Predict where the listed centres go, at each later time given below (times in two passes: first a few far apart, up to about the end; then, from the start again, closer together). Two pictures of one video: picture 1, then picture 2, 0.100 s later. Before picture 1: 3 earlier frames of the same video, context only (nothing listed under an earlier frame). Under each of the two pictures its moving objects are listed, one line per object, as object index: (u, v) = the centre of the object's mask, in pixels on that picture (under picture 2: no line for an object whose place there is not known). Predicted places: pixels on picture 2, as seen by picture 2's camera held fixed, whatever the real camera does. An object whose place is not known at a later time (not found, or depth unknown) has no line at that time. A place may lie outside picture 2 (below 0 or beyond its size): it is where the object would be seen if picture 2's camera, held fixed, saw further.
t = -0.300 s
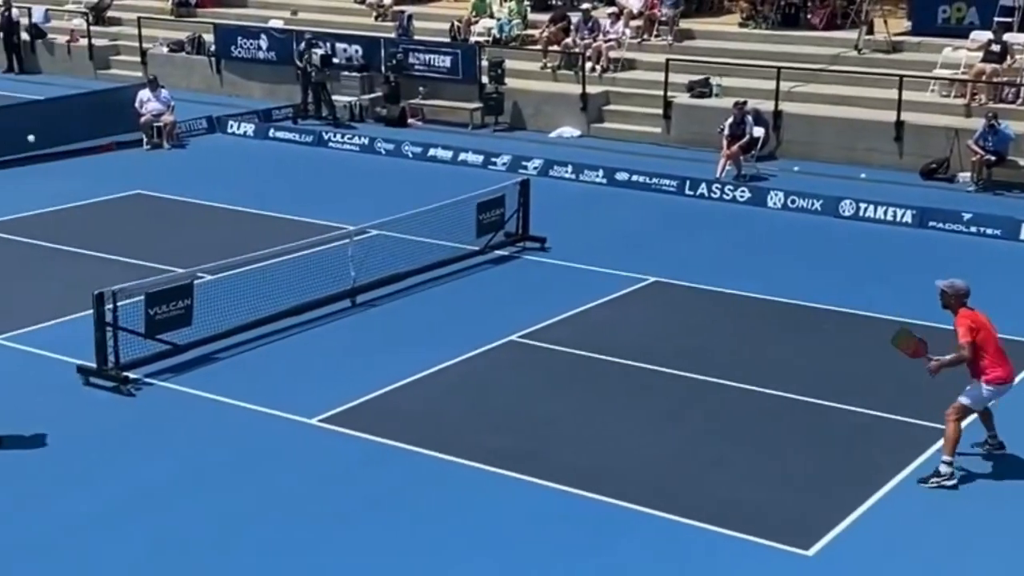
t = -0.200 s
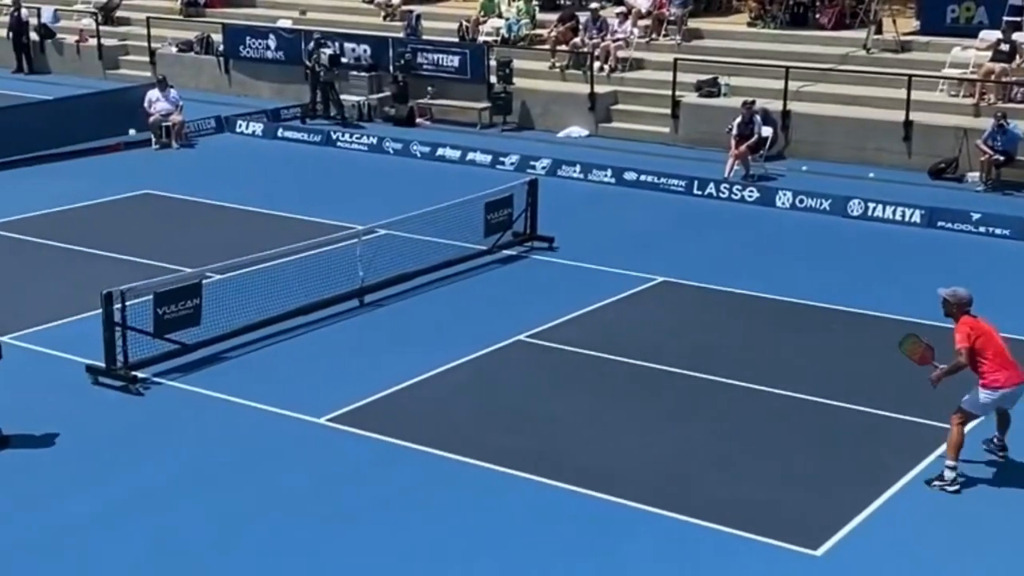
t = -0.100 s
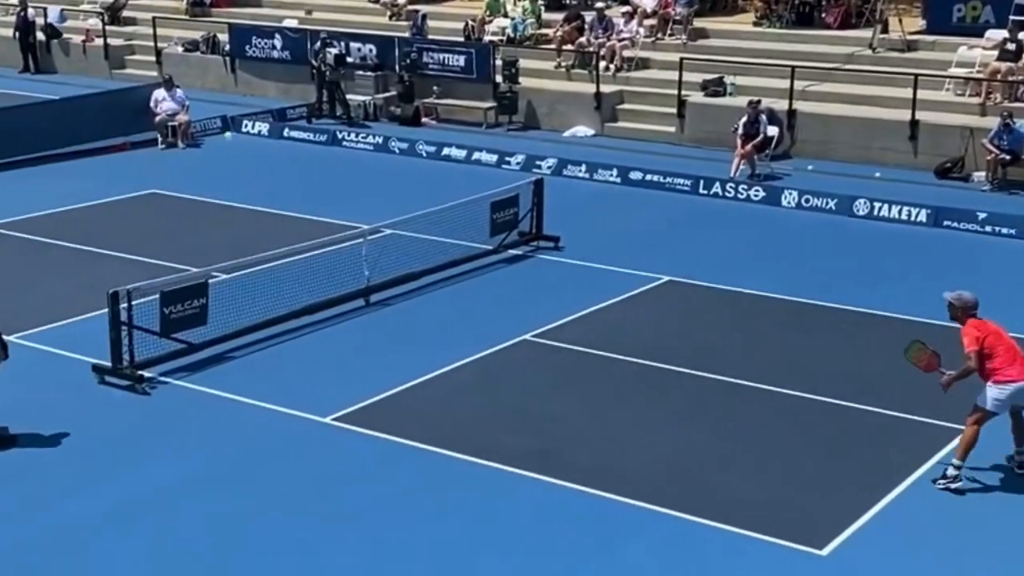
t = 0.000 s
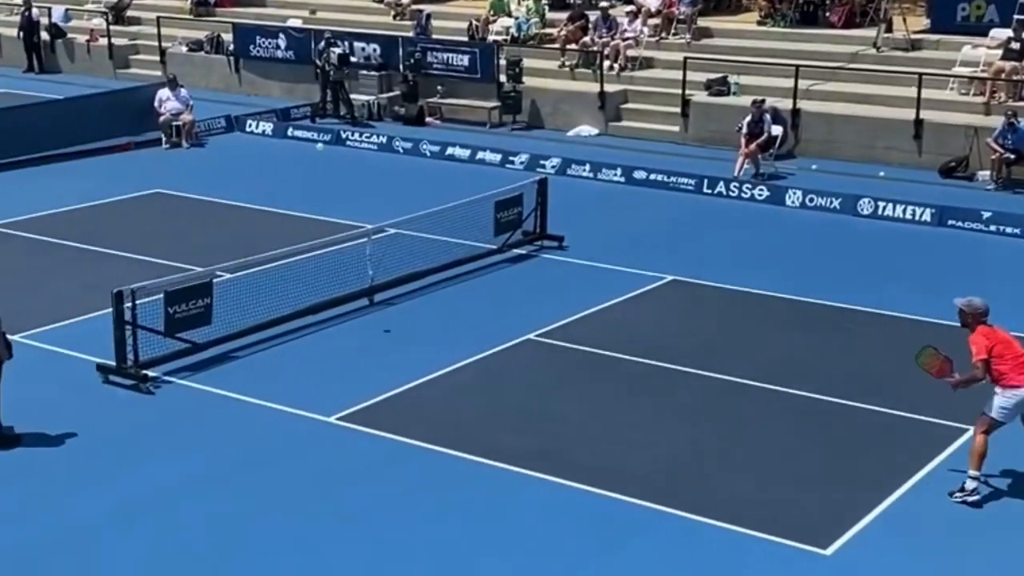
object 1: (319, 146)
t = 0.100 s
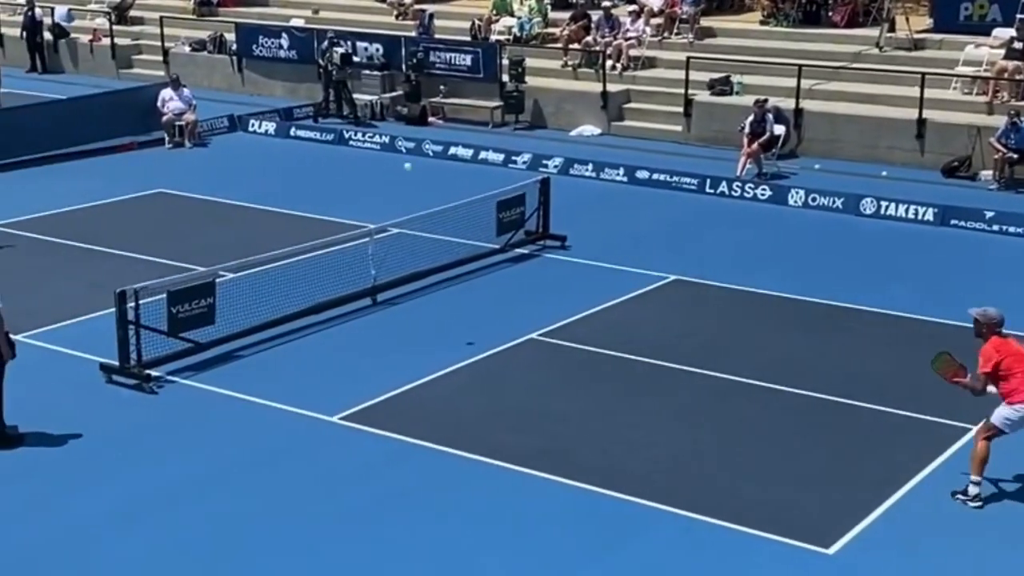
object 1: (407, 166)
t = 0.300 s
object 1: (571, 234)
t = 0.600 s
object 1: (801, 402)
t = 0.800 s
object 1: (883, 355)
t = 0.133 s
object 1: (435, 175)
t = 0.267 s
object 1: (545, 220)
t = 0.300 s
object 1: (571, 234)
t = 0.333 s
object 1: (598, 249)
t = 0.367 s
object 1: (623, 264)
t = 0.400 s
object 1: (649, 281)
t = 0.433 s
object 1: (675, 300)
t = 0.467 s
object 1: (701, 320)
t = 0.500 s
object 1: (726, 340)
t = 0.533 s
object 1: (752, 360)
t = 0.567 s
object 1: (777, 383)
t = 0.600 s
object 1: (801, 402)
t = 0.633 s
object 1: (815, 390)
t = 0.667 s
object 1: (828, 381)
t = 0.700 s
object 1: (842, 373)
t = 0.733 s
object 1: (855, 365)
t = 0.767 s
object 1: (869, 360)
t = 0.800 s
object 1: (883, 355)
